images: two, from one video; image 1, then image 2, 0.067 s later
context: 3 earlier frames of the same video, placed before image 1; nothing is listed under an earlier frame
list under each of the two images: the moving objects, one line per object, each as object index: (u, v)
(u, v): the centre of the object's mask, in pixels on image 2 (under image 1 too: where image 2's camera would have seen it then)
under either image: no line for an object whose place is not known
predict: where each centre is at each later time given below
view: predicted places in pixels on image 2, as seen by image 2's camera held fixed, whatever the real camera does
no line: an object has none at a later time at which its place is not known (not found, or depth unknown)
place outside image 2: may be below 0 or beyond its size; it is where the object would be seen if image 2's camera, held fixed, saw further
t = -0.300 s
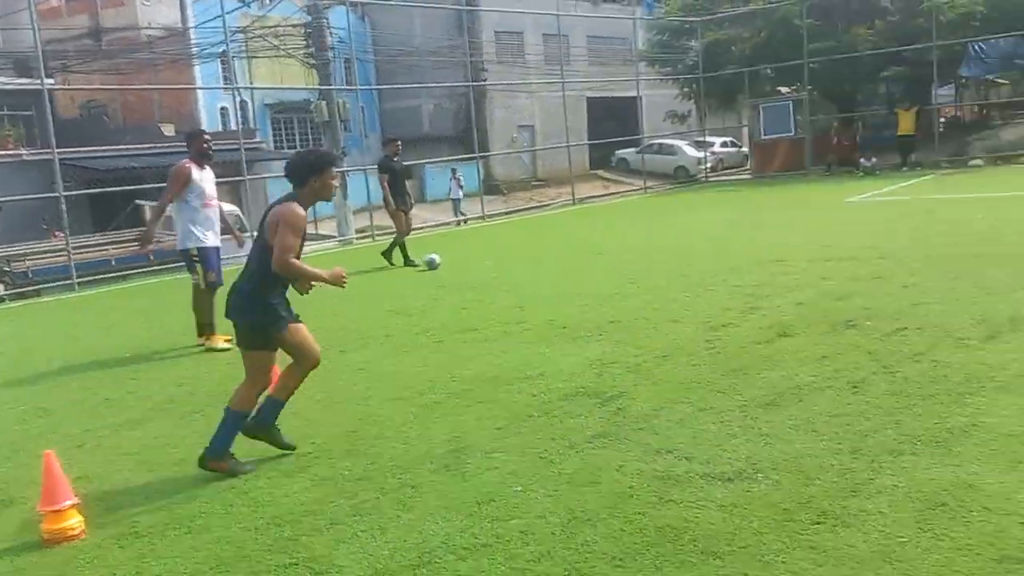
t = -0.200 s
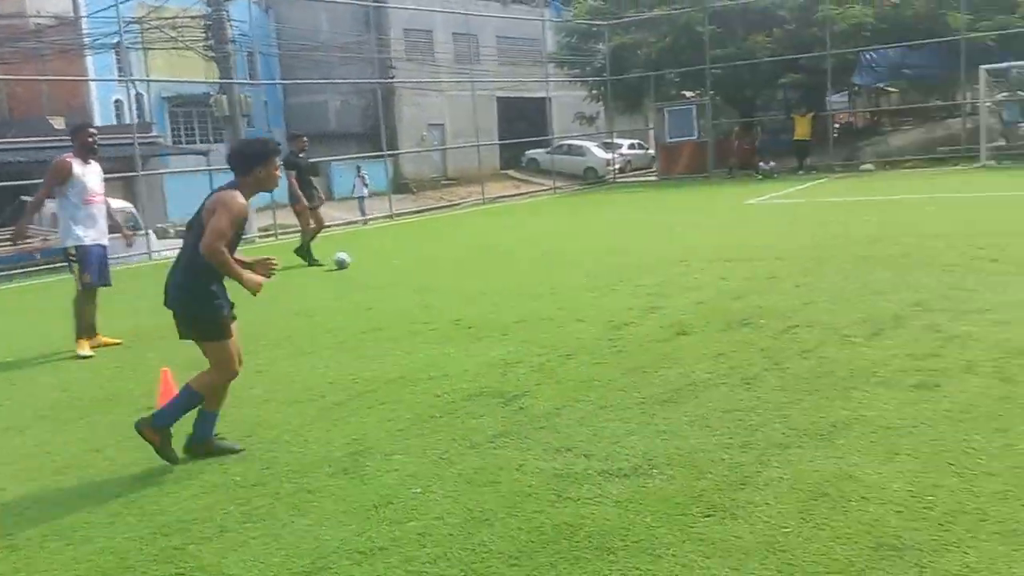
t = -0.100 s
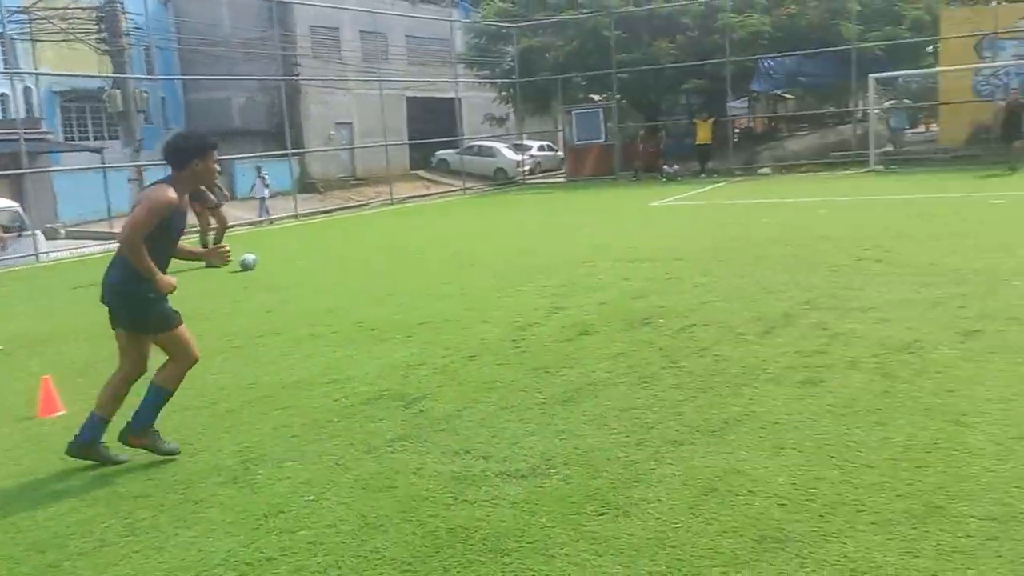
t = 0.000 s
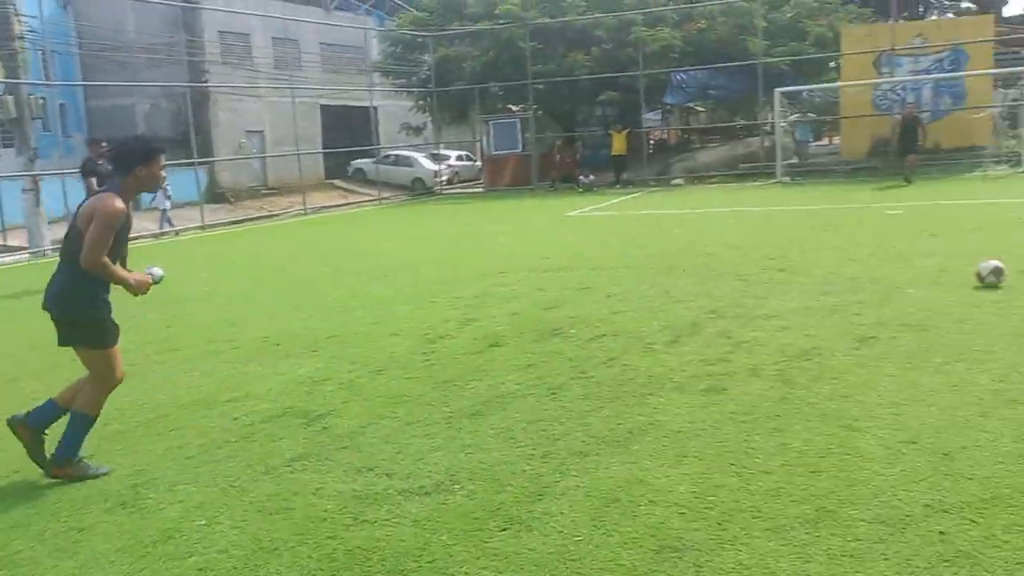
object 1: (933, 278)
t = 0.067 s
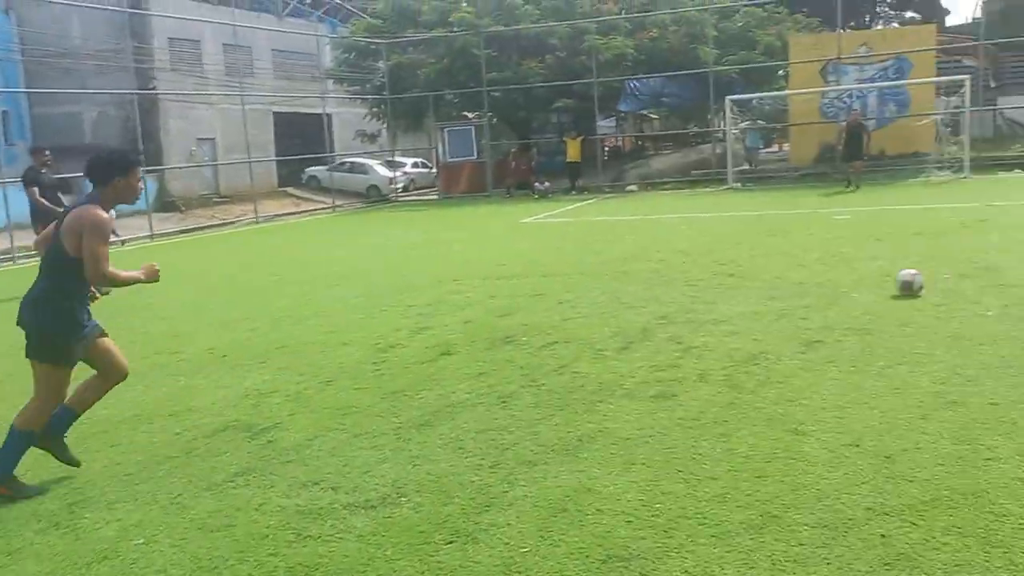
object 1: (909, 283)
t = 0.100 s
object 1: (898, 285)
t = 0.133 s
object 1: (885, 287)
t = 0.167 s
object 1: (873, 291)
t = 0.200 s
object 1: (862, 294)
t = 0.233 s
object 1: (849, 296)
